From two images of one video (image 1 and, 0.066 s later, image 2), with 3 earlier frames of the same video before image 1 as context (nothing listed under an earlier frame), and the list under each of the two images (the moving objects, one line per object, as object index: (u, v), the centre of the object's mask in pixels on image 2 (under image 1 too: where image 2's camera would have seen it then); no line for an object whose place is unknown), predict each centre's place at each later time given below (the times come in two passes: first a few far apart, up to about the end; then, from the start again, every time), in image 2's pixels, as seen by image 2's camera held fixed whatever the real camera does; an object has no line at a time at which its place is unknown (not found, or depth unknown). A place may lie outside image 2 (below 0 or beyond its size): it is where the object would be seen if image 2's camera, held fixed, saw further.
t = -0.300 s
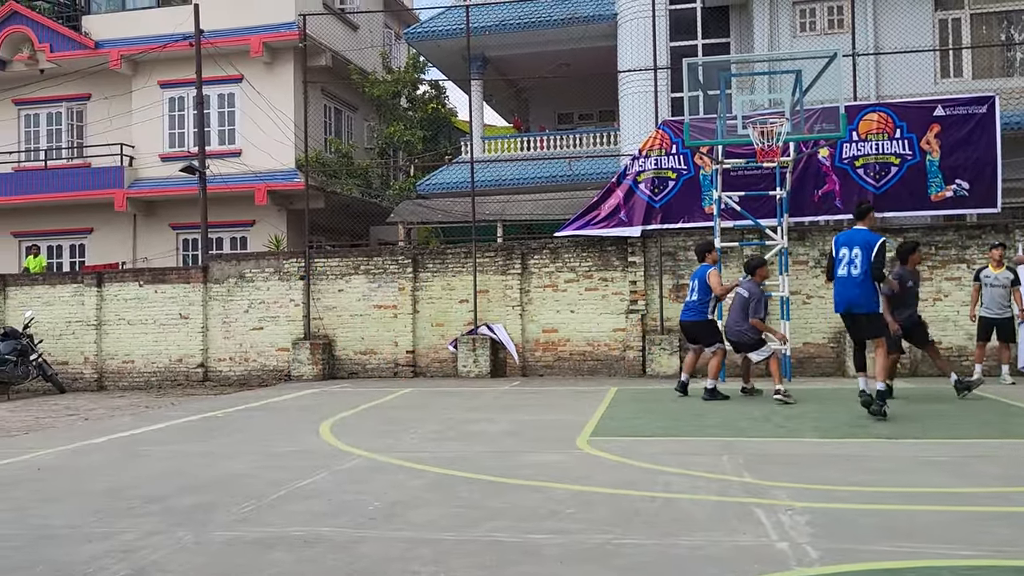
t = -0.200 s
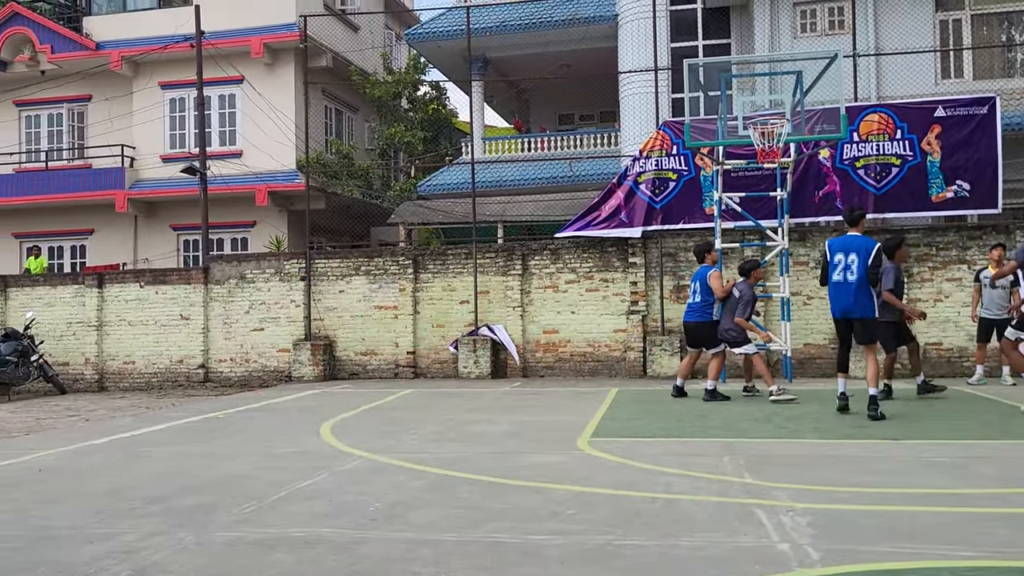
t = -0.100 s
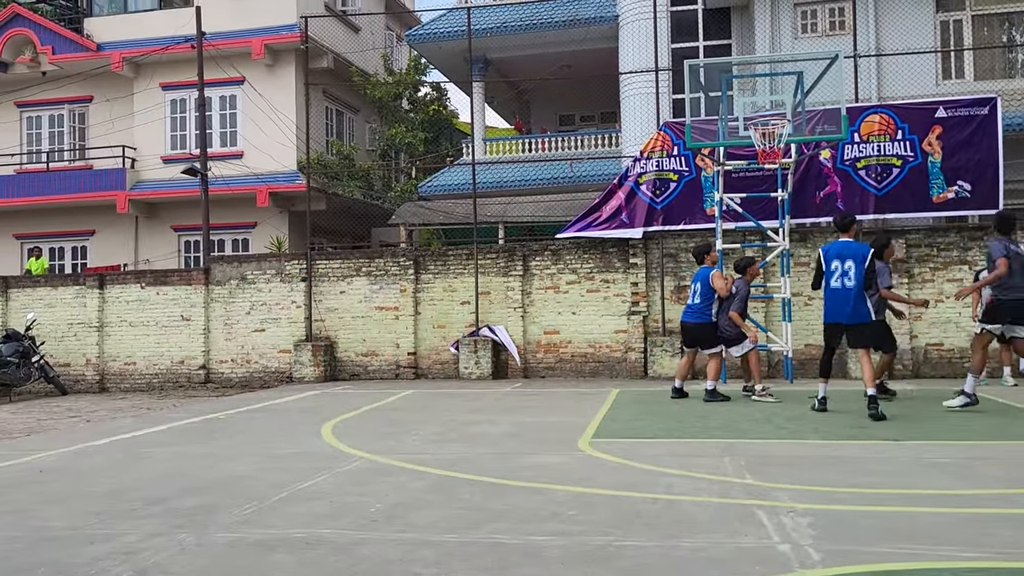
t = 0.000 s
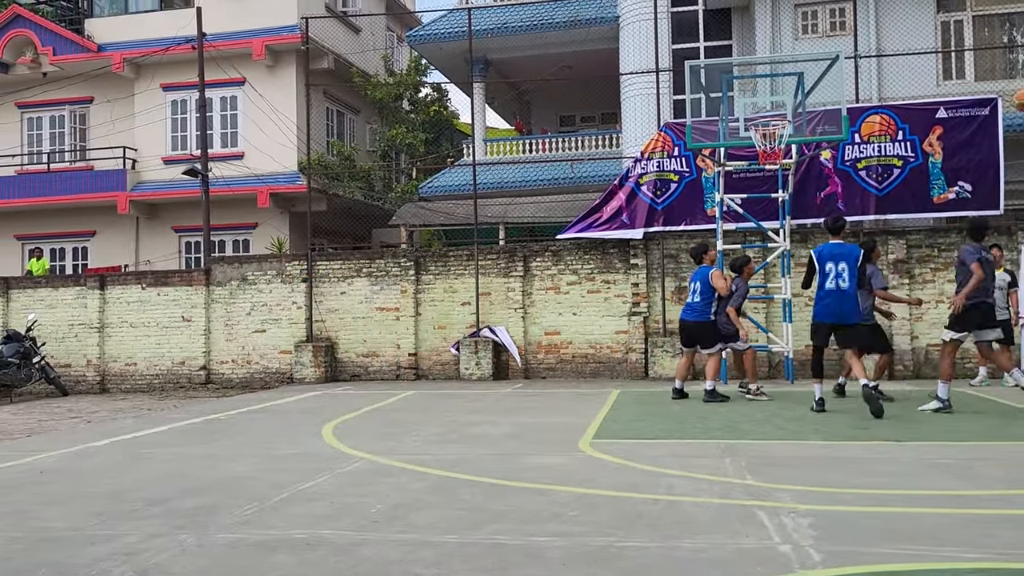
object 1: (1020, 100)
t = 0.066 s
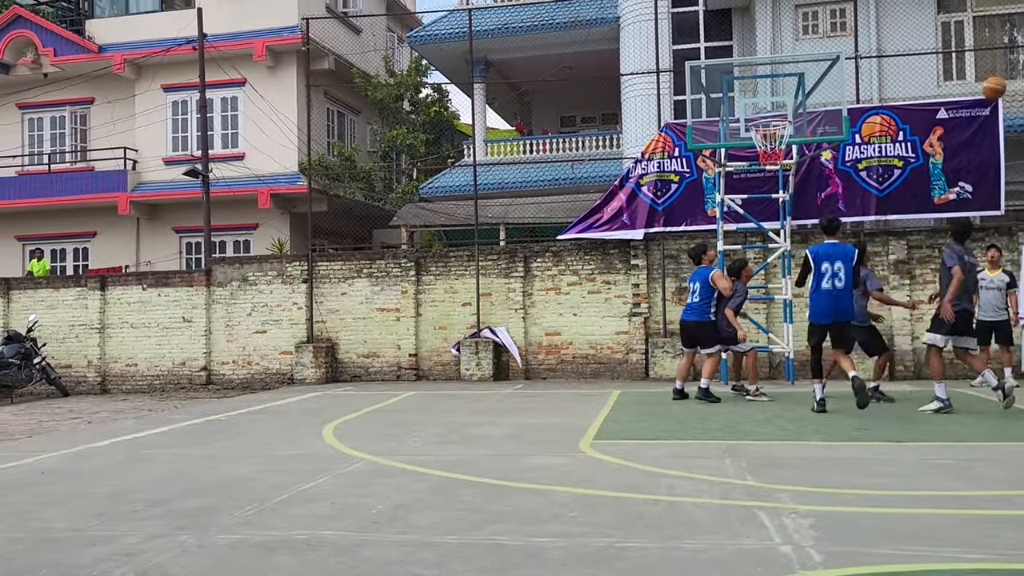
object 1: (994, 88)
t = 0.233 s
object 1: (917, 76)
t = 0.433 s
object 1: (833, 96)
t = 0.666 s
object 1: (833, 100)
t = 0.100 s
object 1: (978, 83)
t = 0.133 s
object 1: (962, 80)
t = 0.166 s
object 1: (947, 78)
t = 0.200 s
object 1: (932, 77)
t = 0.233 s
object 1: (917, 76)
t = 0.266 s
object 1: (903, 77)
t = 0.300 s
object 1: (888, 79)
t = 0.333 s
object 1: (874, 81)
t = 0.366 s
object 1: (860, 86)
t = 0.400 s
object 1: (846, 90)
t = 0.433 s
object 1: (833, 96)
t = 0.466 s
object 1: (819, 103)
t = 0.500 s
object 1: (806, 109)
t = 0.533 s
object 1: (799, 114)
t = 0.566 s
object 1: (807, 109)
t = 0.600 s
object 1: (816, 105)
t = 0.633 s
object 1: (824, 101)
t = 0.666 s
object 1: (833, 100)
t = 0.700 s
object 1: (841, 99)
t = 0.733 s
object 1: (850, 99)
